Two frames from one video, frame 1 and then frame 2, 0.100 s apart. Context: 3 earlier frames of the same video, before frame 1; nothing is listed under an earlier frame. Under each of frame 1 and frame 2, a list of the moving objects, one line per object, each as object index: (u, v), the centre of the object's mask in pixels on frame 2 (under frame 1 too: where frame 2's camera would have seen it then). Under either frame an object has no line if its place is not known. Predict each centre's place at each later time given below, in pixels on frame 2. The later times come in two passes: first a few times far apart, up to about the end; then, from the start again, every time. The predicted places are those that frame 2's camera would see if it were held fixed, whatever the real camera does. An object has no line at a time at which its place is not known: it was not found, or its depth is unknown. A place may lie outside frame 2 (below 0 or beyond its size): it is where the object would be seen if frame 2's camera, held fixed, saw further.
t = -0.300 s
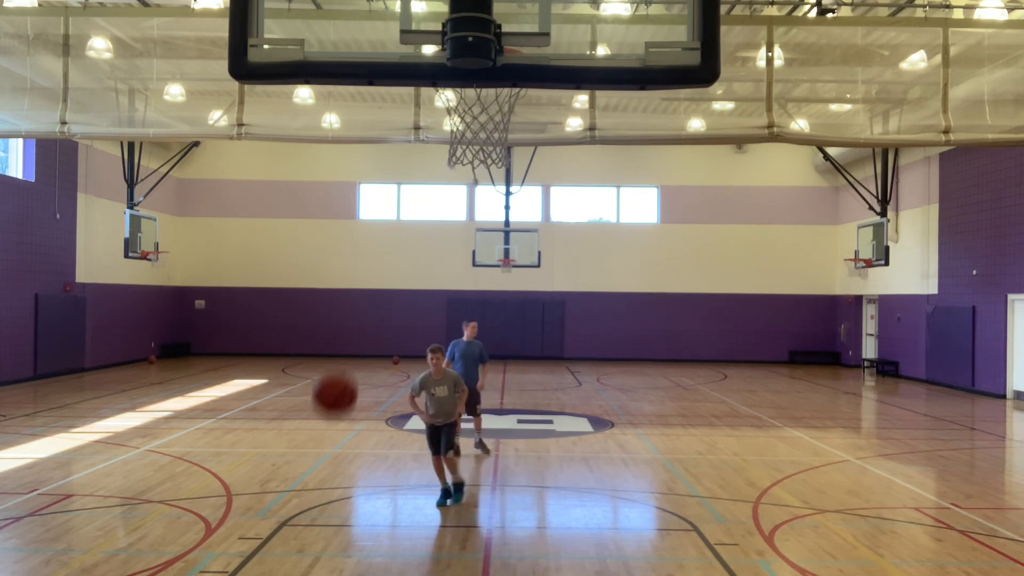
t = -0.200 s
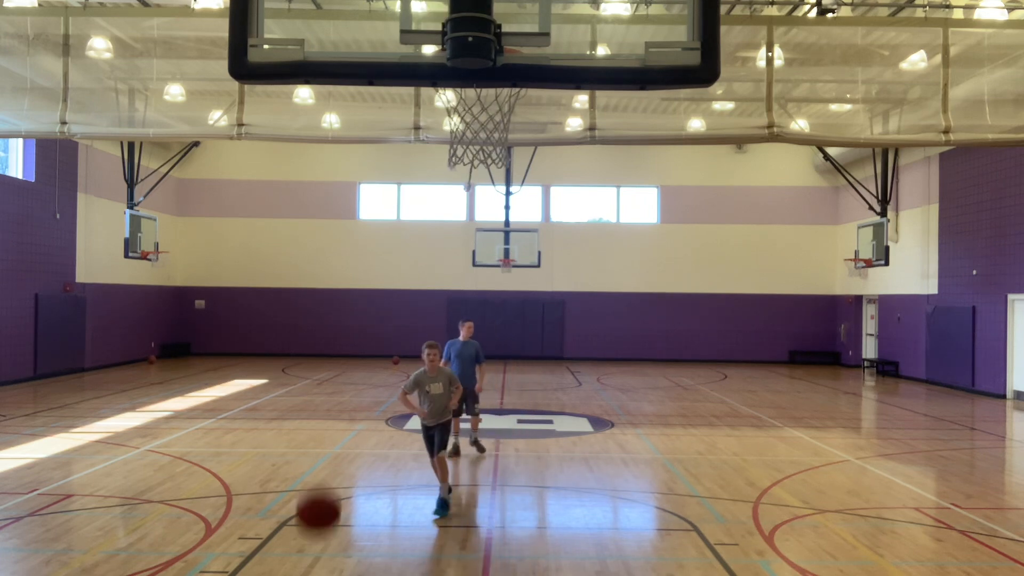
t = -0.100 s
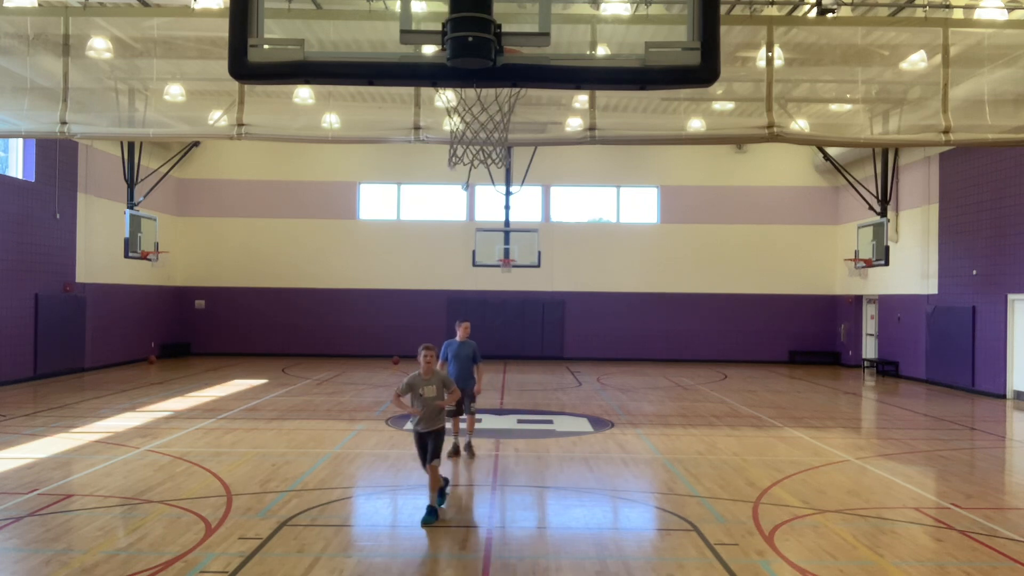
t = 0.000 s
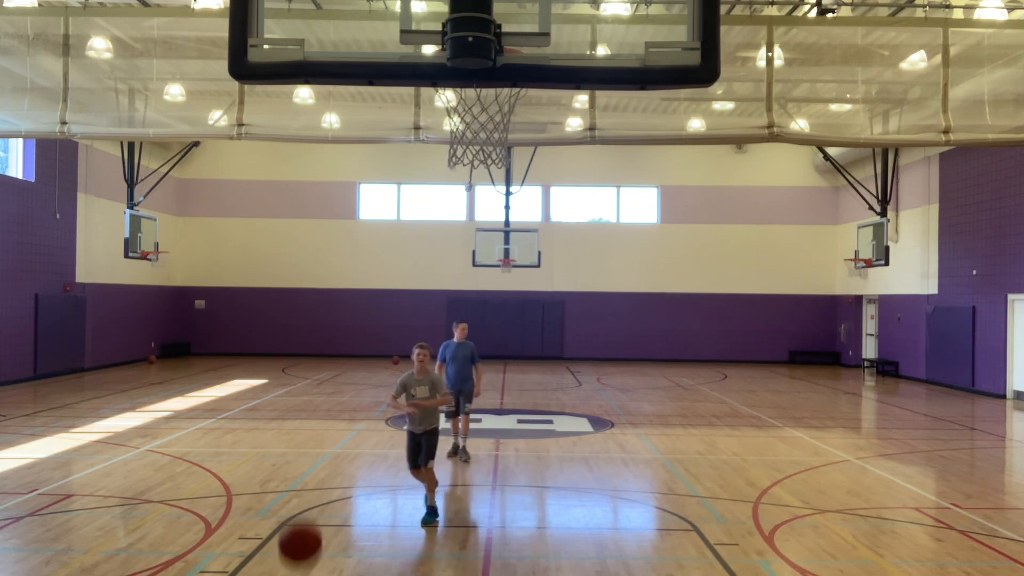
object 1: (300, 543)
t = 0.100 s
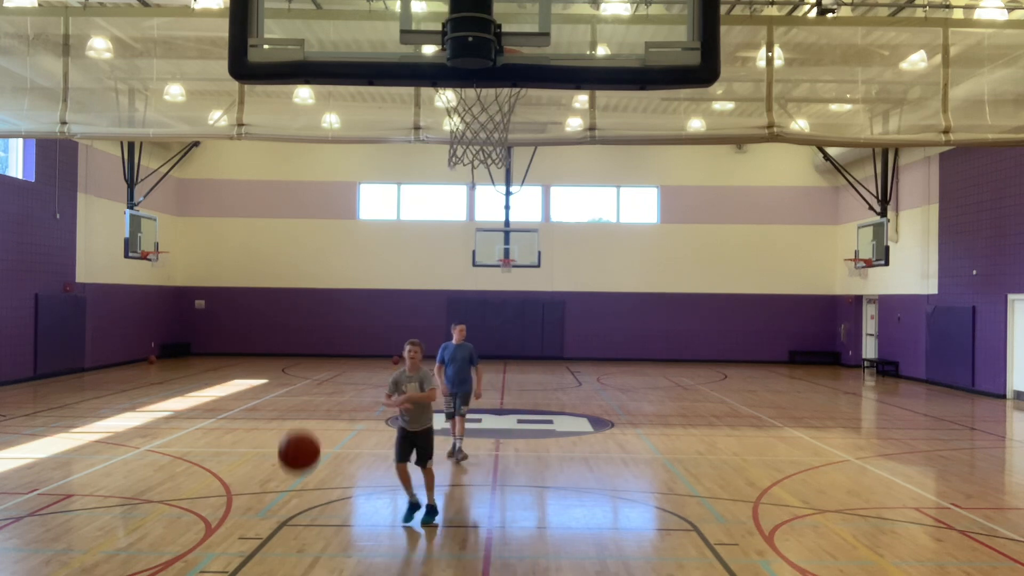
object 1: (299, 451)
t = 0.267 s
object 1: (297, 349)
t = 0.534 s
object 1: (292, 296)
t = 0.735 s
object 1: (288, 324)
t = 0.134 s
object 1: (298, 426)
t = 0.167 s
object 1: (298, 404)
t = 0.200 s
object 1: (298, 383)
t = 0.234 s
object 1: (297, 364)
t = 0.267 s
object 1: (297, 349)
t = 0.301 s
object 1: (296, 336)
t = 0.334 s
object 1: (295, 325)
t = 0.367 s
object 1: (295, 316)
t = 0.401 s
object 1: (294, 308)
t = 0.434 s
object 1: (293, 303)
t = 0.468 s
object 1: (293, 298)
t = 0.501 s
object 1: (292, 296)
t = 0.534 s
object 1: (292, 296)
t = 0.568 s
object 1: (291, 297)
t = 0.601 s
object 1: (291, 299)
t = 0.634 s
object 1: (290, 304)
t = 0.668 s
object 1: (289, 309)
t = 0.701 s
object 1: (288, 316)
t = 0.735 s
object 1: (288, 324)
